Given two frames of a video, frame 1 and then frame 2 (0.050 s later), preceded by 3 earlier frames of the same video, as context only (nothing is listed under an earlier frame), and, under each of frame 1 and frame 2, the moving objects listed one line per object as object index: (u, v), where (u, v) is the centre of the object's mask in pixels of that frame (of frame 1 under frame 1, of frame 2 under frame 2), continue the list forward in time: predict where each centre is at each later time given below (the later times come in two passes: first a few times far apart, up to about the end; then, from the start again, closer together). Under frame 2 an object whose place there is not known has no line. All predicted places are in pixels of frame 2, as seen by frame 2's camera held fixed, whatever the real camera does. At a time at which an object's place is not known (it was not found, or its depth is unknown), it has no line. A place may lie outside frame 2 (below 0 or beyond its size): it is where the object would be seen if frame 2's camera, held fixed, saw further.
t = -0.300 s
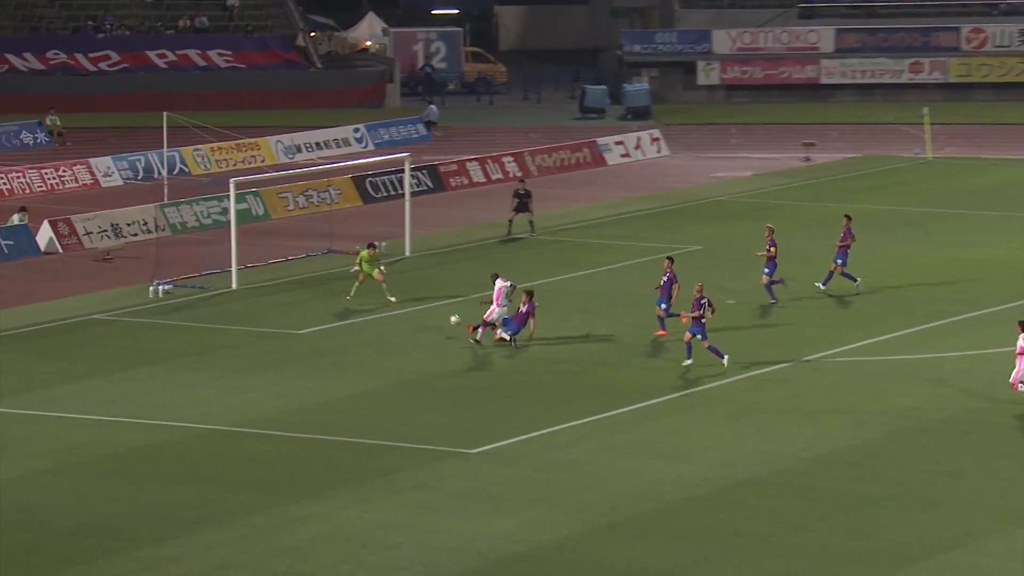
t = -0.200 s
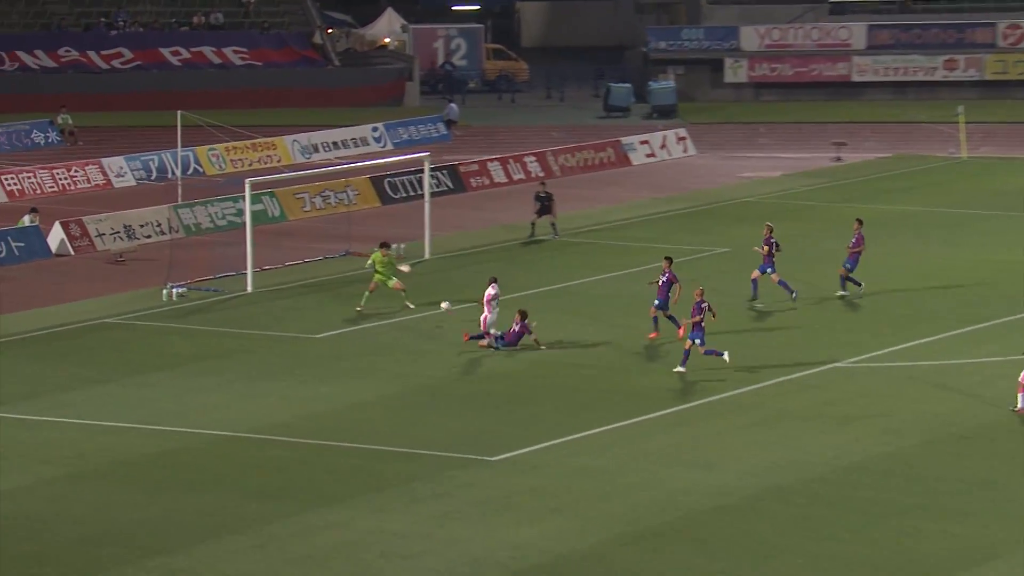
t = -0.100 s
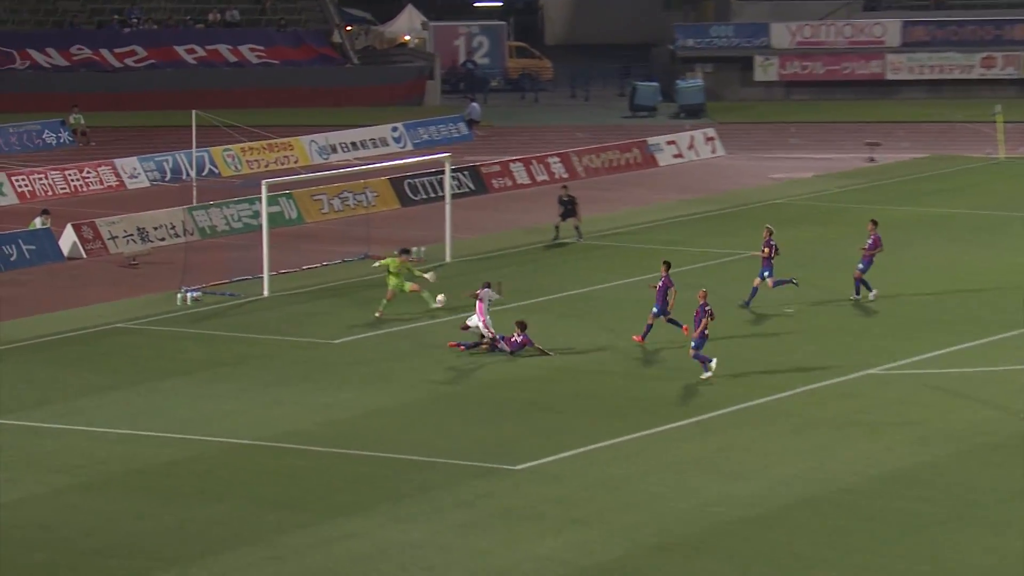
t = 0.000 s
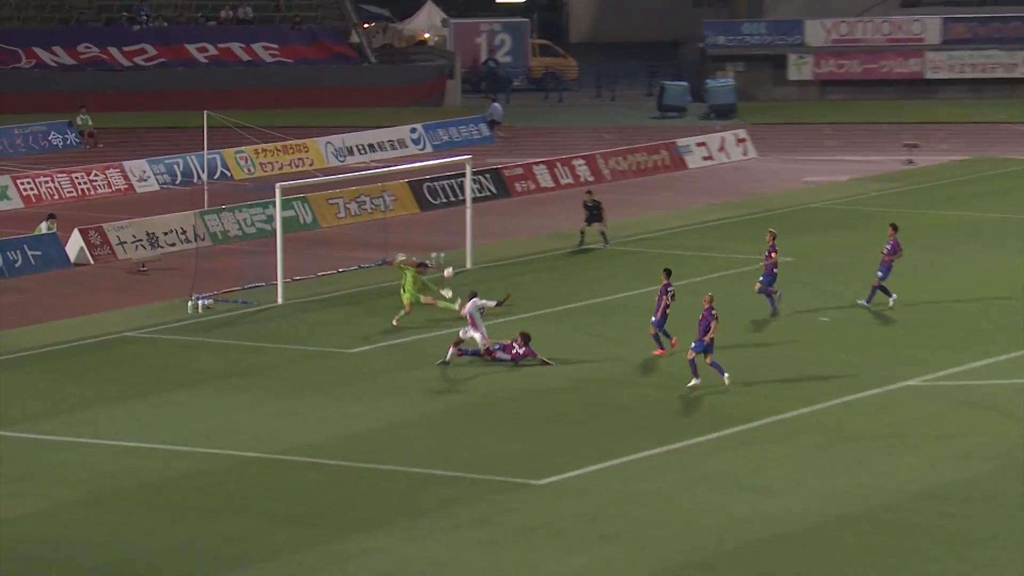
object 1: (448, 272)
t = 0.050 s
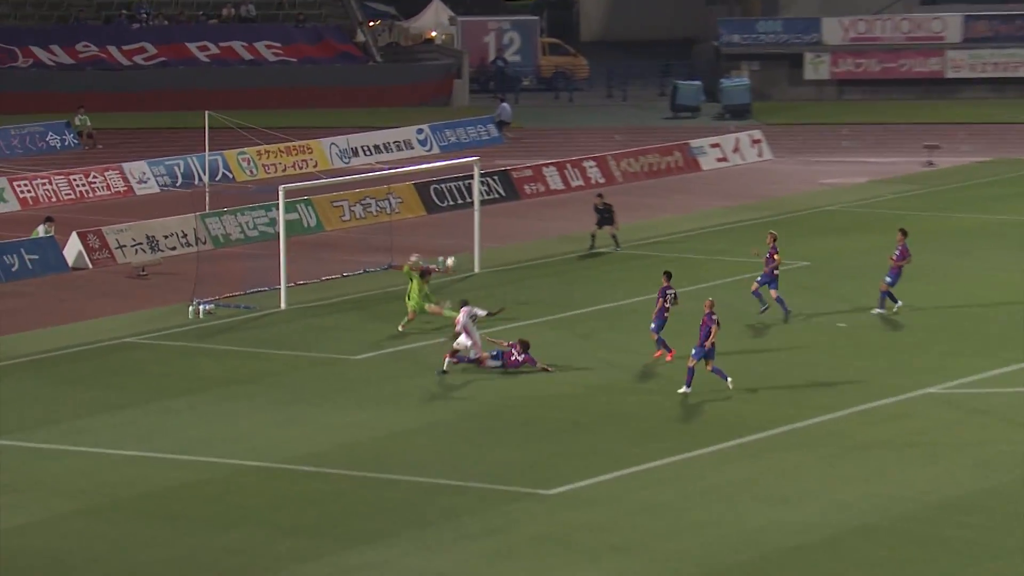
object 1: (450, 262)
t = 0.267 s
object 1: (437, 218)
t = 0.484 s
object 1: (428, 205)
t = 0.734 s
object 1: (406, 199)
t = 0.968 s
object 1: (378, 222)
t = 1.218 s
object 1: (349, 274)
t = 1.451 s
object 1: (339, 268)
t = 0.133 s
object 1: (445, 242)
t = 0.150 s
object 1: (443, 239)
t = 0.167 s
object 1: (442, 236)
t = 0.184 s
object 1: (441, 233)
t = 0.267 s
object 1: (437, 218)
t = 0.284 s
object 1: (435, 217)
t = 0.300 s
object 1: (433, 215)
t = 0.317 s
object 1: (433, 212)
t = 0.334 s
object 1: (432, 210)
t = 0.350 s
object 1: (431, 210)
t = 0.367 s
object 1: (430, 207)
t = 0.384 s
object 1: (429, 207)
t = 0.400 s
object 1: (428, 207)
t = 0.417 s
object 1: (428, 206)
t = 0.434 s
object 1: (428, 206)
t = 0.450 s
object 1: (428, 206)
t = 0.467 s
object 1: (427, 205)
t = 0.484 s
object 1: (428, 205)
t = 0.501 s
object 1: (427, 205)
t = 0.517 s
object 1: (426, 205)
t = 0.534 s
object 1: (425, 204)
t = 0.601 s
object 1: (419, 199)
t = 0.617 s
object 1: (417, 198)
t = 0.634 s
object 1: (415, 198)
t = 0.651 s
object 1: (414, 197)
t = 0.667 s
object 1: (412, 197)
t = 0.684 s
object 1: (410, 197)
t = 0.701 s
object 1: (409, 197)
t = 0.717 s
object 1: (408, 198)
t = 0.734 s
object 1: (406, 199)
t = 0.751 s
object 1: (404, 200)
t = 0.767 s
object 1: (402, 201)
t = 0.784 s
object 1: (400, 202)
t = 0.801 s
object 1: (398, 203)
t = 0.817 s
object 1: (396, 204)
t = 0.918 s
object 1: (384, 215)
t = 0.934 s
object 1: (382, 217)
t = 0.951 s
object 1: (381, 220)
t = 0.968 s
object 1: (378, 222)
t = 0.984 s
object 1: (377, 224)
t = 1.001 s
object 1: (374, 227)
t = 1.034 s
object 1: (371, 234)
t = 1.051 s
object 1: (369, 237)
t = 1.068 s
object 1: (367, 240)
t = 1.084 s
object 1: (364, 243)
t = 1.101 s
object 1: (363, 246)
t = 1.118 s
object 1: (361, 250)
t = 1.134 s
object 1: (359, 254)
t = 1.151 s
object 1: (357, 258)
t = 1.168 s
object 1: (355, 262)
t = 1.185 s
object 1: (353, 266)
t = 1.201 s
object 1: (351, 270)
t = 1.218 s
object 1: (349, 274)
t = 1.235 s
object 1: (349, 274)
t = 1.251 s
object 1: (348, 273)
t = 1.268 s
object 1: (347, 271)
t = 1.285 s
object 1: (346, 270)
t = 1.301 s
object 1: (345, 269)
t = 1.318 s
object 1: (345, 269)
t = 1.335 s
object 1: (344, 268)
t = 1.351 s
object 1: (343, 268)
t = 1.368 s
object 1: (343, 267)
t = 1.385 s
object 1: (342, 267)
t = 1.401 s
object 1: (342, 266)
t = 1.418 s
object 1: (341, 267)
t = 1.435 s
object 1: (340, 267)
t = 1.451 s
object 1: (339, 268)
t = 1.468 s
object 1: (338, 268)
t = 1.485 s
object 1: (338, 269)
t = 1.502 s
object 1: (337, 269)
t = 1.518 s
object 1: (336, 270)
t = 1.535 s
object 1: (336, 272)
